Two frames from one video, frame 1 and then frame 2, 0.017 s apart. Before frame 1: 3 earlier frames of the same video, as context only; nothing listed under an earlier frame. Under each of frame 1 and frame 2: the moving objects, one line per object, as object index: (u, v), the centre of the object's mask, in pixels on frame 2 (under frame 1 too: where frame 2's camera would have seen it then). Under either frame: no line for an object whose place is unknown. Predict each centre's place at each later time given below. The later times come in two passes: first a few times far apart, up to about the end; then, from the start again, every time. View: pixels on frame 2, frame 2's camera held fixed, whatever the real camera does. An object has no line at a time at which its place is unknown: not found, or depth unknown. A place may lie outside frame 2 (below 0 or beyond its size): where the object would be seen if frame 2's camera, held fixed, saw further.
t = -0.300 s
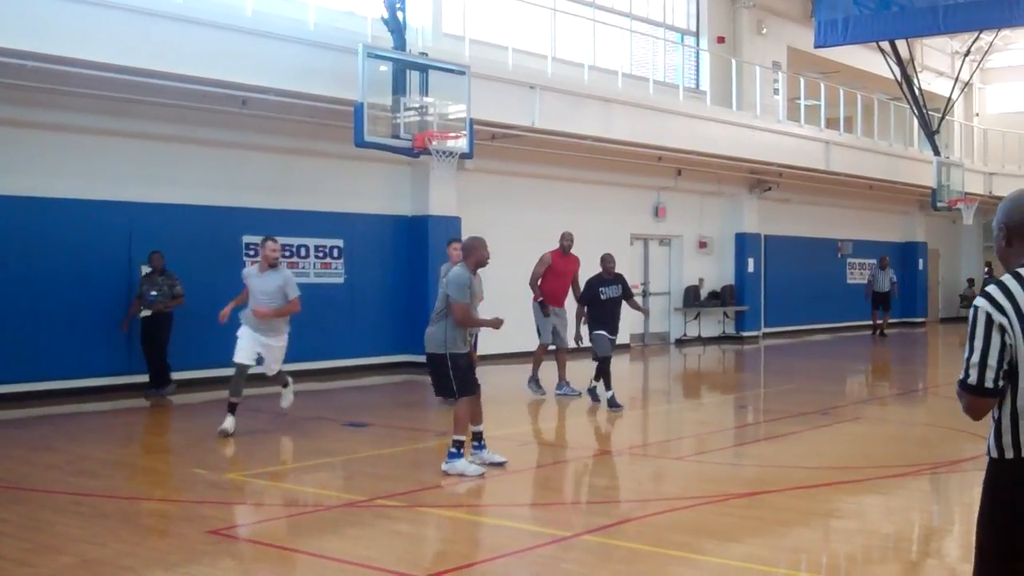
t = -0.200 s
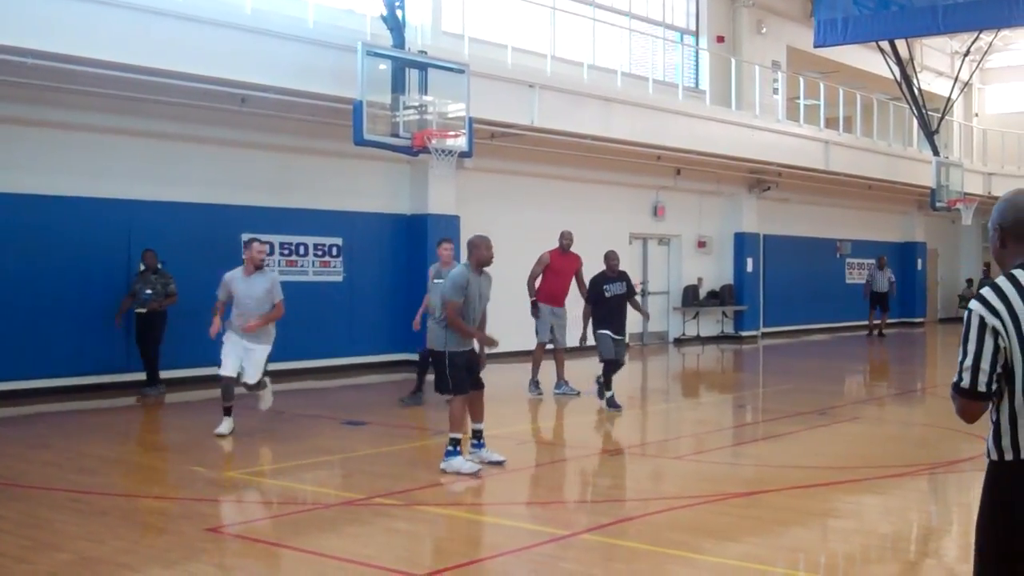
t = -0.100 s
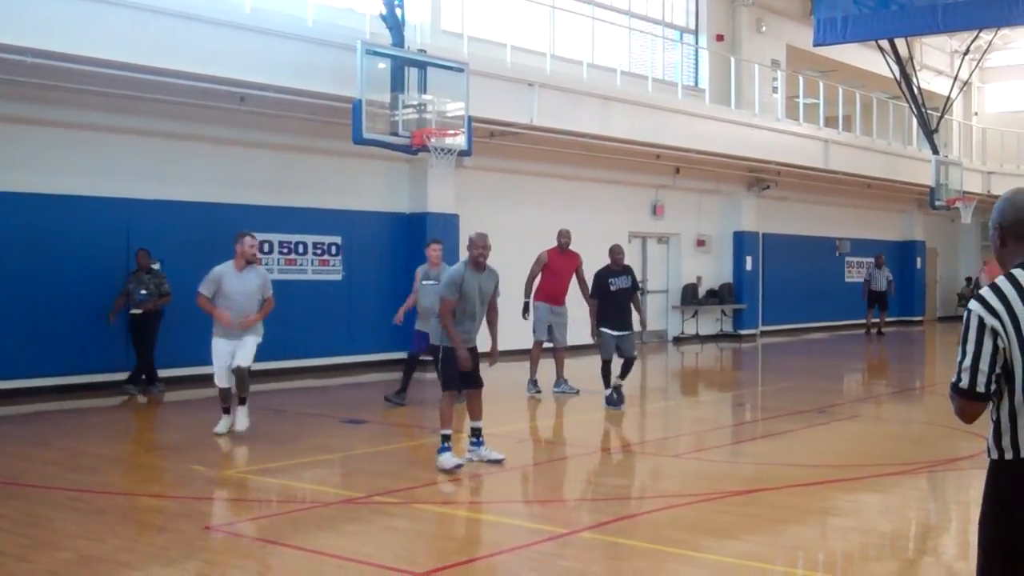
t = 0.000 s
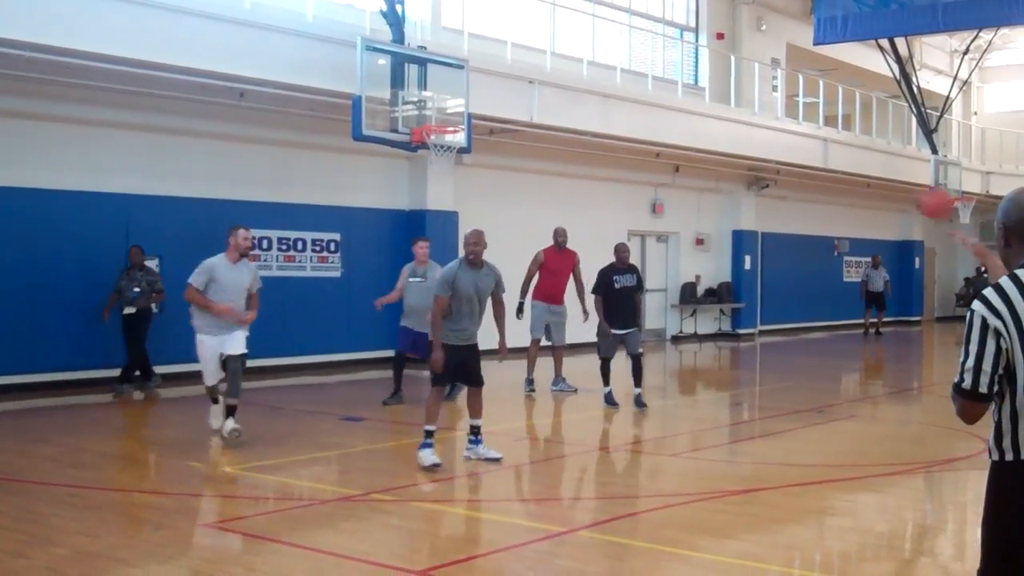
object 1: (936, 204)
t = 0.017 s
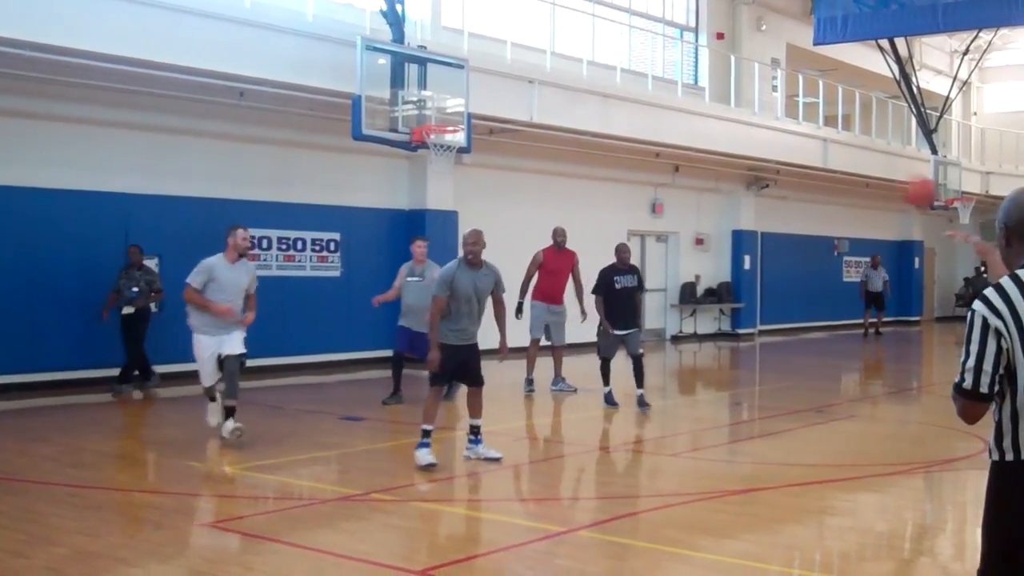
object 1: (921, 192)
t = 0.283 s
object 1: (674, 49)
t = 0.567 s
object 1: (424, 6)
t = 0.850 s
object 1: (181, 49)
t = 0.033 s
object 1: (905, 181)
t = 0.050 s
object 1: (889, 168)
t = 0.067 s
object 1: (874, 158)
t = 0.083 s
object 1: (858, 147)
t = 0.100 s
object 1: (844, 137)
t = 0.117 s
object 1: (826, 127)
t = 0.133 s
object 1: (811, 117)
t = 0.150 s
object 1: (795, 107)
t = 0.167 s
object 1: (780, 100)
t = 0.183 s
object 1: (765, 91)
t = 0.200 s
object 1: (751, 83)
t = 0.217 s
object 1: (735, 76)
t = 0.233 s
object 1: (719, 68)
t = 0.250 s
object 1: (706, 61)
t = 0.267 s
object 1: (689, 55)
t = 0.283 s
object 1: (674, 49)
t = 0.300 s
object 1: (658, 43)
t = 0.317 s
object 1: (643, 37)
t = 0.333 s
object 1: (629, 33)
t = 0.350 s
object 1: (614, 28)
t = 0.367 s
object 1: (599, 23)
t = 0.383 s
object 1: (584, 19)
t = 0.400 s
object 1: (569, 15)
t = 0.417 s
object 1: (555, 12)
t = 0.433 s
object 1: (540, 10)
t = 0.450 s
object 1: (525, 9)
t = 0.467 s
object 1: (511, 8)
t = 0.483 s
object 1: (496, 7)
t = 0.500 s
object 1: (481, 7)
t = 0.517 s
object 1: (466, 6)
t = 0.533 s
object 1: (452, 6)
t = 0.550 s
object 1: (437, 6)
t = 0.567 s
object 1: (424, 6)
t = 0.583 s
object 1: (407, 5)
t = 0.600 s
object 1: (394, 5)
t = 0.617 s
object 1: (382, 6)
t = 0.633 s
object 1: (364, 7)
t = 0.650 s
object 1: (350, 8)
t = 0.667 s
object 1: (336, 9)
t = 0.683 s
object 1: (323, 10)
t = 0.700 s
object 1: (308, 11)
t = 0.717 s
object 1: (294, 13)
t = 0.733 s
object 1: (279, 16)
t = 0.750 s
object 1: (265, 19)
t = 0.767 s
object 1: (251, 24)
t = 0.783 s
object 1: (237, 28)
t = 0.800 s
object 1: (223, 32)
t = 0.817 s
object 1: (209, 38)
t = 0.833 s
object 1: (194, 44)
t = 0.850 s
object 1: (181, 49)
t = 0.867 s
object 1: (167, 54)
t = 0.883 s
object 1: (153, 60)
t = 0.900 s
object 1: (139, 68)
